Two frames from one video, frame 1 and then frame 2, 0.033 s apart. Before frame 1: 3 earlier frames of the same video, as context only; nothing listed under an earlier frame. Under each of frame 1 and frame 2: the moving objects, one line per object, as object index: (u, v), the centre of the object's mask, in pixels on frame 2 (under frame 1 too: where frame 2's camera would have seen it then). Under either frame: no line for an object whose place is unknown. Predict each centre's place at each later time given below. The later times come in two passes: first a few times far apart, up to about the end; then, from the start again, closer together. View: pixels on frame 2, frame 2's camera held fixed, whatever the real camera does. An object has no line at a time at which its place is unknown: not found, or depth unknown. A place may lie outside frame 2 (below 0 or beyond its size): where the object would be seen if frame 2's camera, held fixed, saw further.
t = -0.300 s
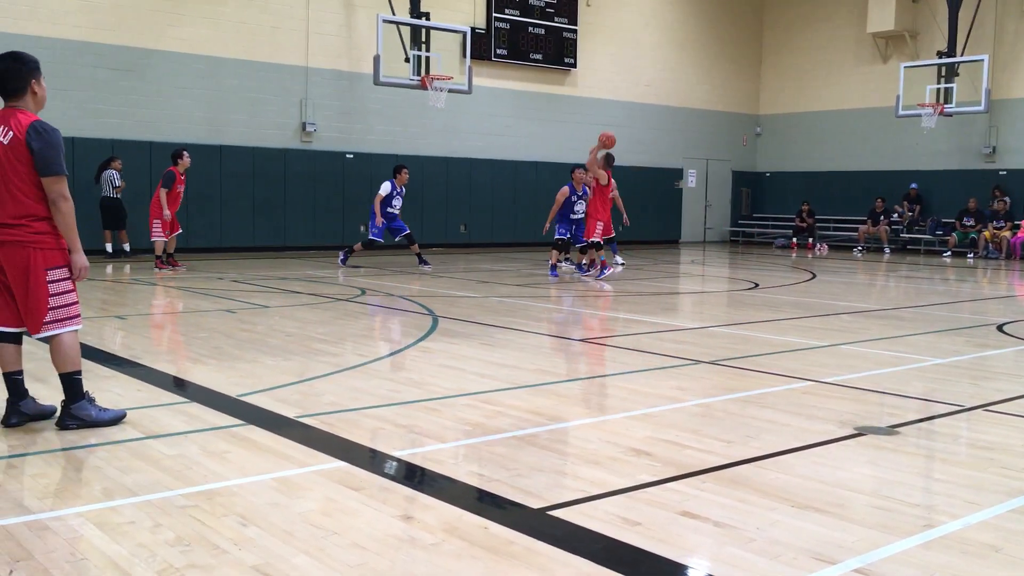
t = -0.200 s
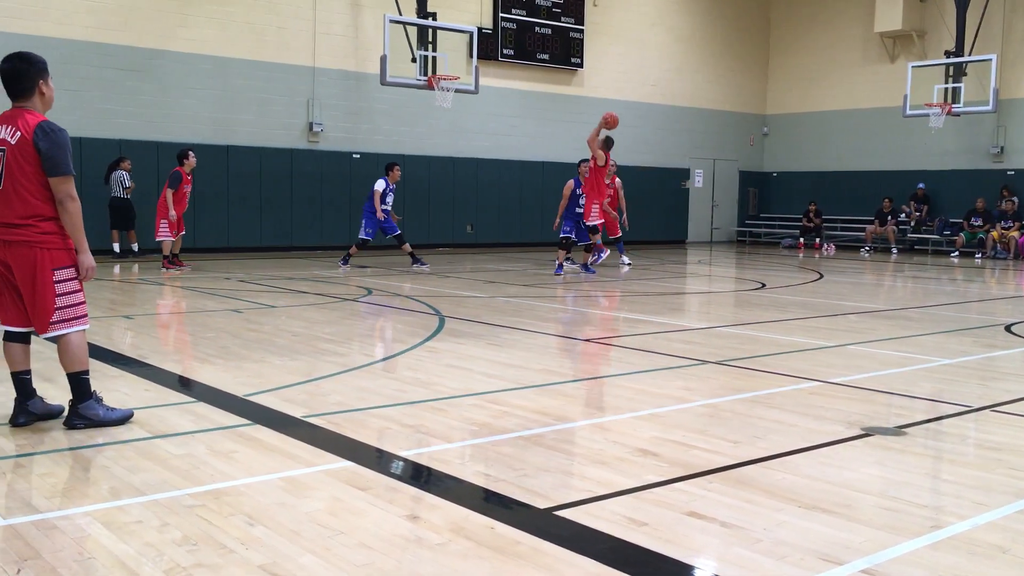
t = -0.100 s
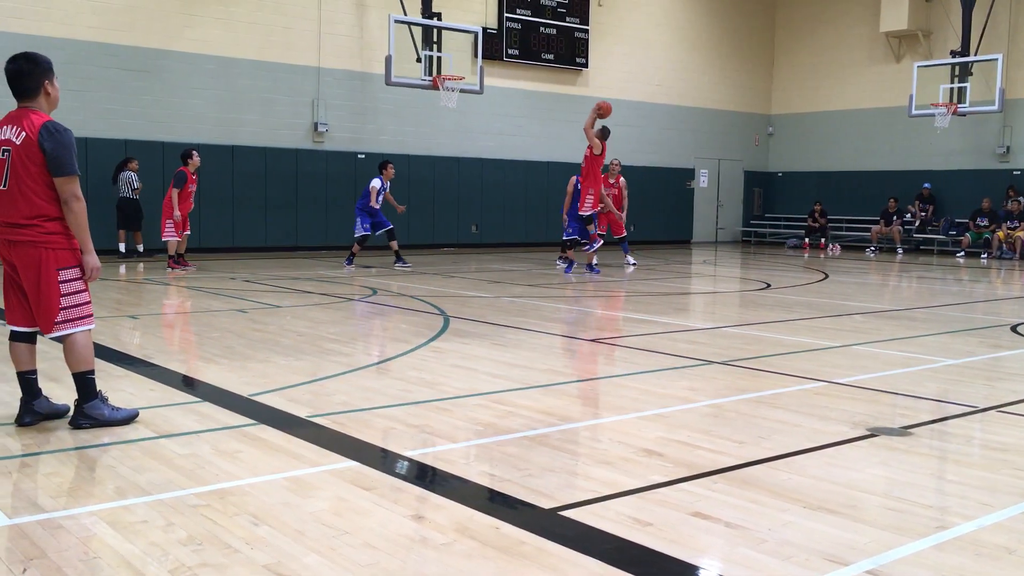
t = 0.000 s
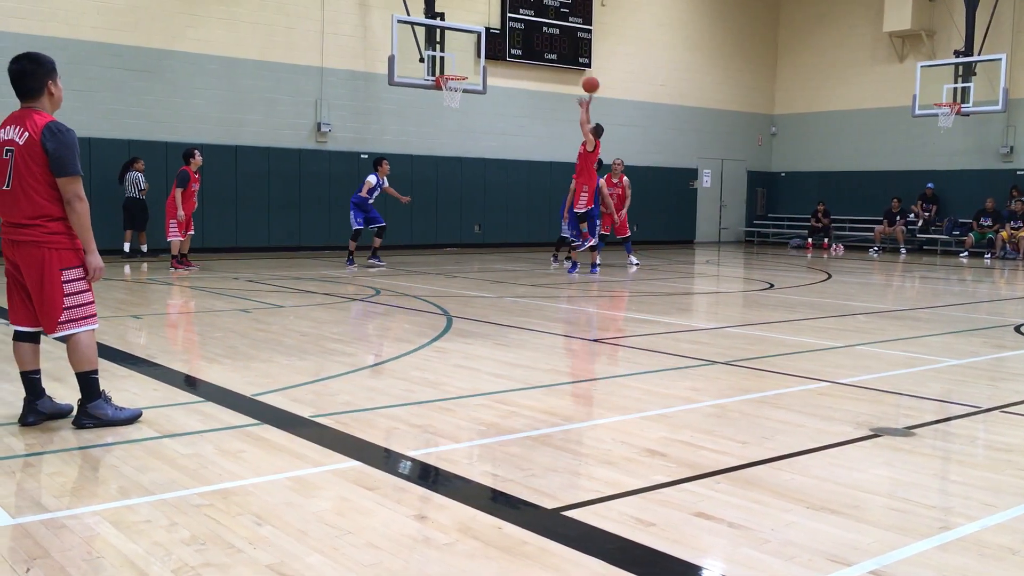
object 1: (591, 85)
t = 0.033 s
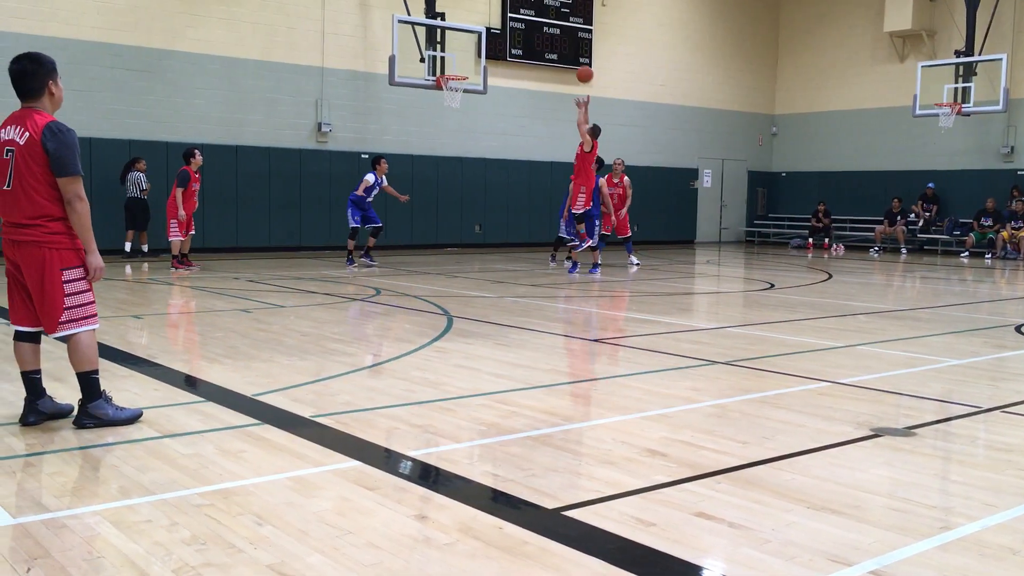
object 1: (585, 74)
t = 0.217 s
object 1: (549, 33)
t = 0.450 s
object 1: (507, 17)
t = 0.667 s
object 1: (472, 33)
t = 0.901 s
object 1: (443, 64)
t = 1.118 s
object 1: (450, 44)
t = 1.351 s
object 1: (458, 53)
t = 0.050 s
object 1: (581, 69)
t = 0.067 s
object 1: (578, 64)
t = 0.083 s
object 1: (575, 60)
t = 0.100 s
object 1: (571, 56)
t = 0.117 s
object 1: (568, 52)
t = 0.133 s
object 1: (565, 48)
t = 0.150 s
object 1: (562, 45)
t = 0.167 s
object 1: (559, 42)
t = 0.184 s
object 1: (556, 38)
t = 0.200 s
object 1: (552, 36)
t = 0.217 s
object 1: (549, 33)
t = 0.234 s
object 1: (546, 31)
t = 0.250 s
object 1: (543, 29)
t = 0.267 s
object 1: (540, 26)
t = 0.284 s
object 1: (537, 25)
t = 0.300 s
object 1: (534, 23)
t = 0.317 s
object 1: (531, 21)
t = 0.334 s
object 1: (528, 20)
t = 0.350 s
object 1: (525, 19)
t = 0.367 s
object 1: (522, 18)
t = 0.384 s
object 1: (519, 18)
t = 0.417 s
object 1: (513, 17)
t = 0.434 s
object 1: (510, 17)
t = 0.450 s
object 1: (507, 17)
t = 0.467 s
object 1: (505, 17)
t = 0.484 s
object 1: (502, 17)
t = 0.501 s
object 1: (499, 18)
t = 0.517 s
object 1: (496, 19)
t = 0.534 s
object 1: (494, 20)
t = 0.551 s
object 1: (491, 21)
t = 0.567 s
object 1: (488, 22)
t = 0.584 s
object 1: (485, 23)
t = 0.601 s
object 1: (482, 25)
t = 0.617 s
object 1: (480, 27)
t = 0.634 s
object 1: (477, 29)
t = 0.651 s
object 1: (474, 31)
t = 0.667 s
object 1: (472, 33)
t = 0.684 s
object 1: (469, 36)
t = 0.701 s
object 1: (467, 38)
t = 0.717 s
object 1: (464, 41)
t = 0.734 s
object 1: (462, 44)
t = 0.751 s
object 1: (459, 47)
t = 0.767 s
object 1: (457, 50)
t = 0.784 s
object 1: (454, 53)
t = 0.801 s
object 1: (451, 57)
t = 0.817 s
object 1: (449, 60)
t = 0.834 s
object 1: (447, 64)
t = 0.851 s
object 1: (444, 68)
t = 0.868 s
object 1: (442, 69)
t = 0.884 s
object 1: (442, 67)
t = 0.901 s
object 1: (443, 64)
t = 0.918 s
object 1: (443, 61)
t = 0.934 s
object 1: (444, 59)
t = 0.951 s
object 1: (444, 57)
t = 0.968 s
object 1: (445, 55)
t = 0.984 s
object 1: (446, 53)
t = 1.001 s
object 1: (446, 51)
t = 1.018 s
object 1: (447, 49)
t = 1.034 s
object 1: (447, 48)
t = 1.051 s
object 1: (448, 47)
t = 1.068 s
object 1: (448, 46)
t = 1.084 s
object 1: (449, 45)
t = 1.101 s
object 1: (449, 44)
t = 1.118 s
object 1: (450, 44)
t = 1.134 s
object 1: (450, 43)
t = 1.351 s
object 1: (458, 53)
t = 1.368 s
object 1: (459, 55)
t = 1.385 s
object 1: (459, 57)
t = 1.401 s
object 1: (460, 60)
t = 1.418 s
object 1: (460, 62)
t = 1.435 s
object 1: (460, 65)
